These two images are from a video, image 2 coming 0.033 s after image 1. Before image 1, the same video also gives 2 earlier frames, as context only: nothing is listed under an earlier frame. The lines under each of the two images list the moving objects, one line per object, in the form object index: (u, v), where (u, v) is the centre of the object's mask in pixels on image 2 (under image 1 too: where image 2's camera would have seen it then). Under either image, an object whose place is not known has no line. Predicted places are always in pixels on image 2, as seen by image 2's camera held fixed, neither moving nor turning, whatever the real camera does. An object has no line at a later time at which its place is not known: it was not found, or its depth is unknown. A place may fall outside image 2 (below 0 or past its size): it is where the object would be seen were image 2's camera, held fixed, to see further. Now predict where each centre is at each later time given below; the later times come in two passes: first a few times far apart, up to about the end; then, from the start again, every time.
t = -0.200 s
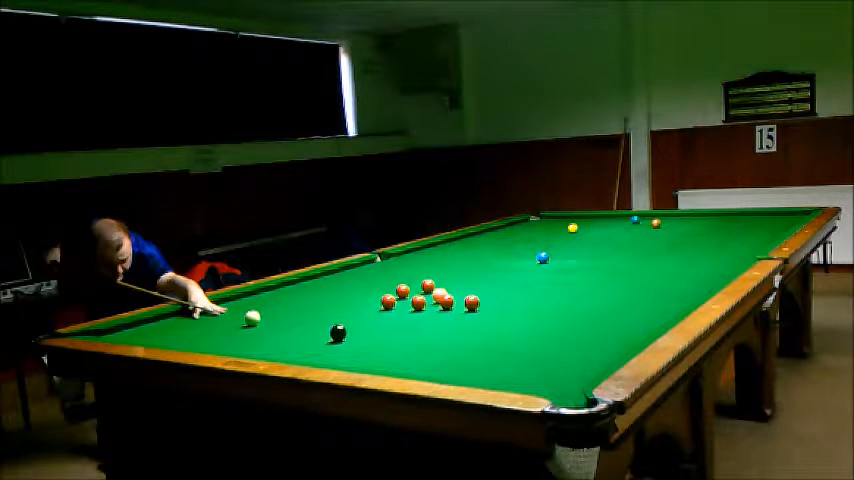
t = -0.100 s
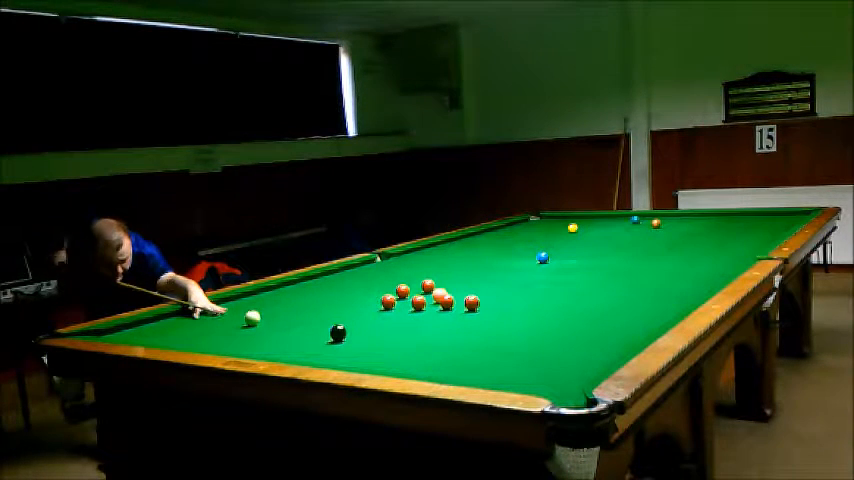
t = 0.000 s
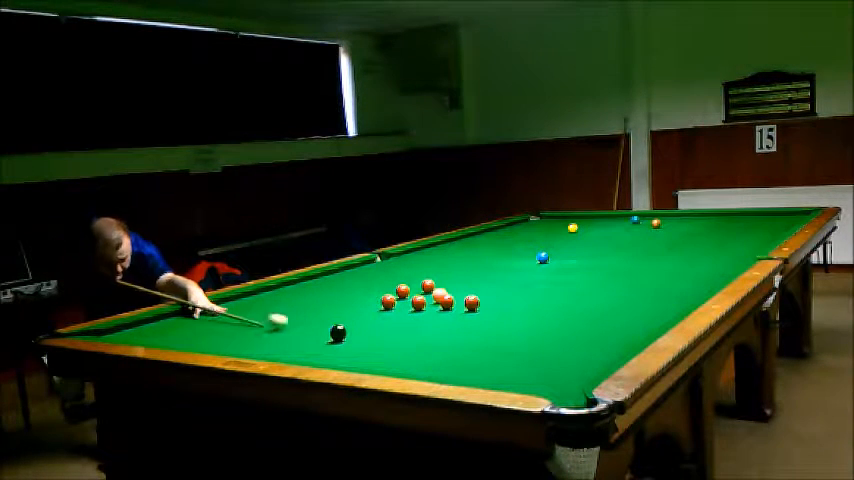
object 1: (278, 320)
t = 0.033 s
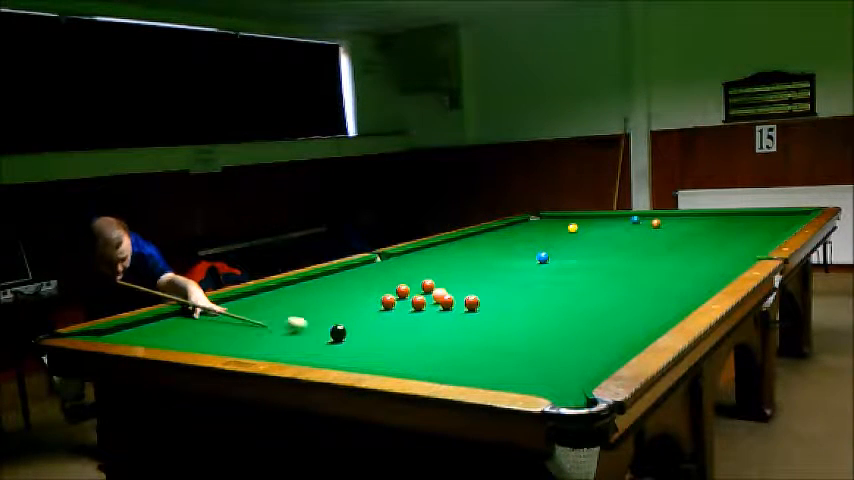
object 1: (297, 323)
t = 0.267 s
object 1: (341, 325)
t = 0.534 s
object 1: (346, 318)
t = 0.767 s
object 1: (350, 313)
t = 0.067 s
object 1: (315, 325)
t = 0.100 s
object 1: (329, 328)
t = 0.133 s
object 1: (334, 328)
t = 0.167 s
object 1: (338, 328)
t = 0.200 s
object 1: (340, 327)
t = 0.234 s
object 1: (341, 326)
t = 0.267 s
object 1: (341, 325)
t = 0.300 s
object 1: (342, 324)
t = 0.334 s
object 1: (343, 323)
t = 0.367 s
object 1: (343, 323)
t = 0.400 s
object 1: (344, 322)
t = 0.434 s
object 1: (344, 321)
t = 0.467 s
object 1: (345, 320)
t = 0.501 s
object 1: (346, 319)
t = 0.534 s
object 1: (346, 318)
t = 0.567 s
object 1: (347, 318)
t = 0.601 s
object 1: (347, 317)
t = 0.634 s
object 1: (348, 316)
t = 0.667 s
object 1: (348, 315)
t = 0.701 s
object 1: (349, 314)
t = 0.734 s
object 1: (350, 314)
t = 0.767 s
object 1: (350, 313)
